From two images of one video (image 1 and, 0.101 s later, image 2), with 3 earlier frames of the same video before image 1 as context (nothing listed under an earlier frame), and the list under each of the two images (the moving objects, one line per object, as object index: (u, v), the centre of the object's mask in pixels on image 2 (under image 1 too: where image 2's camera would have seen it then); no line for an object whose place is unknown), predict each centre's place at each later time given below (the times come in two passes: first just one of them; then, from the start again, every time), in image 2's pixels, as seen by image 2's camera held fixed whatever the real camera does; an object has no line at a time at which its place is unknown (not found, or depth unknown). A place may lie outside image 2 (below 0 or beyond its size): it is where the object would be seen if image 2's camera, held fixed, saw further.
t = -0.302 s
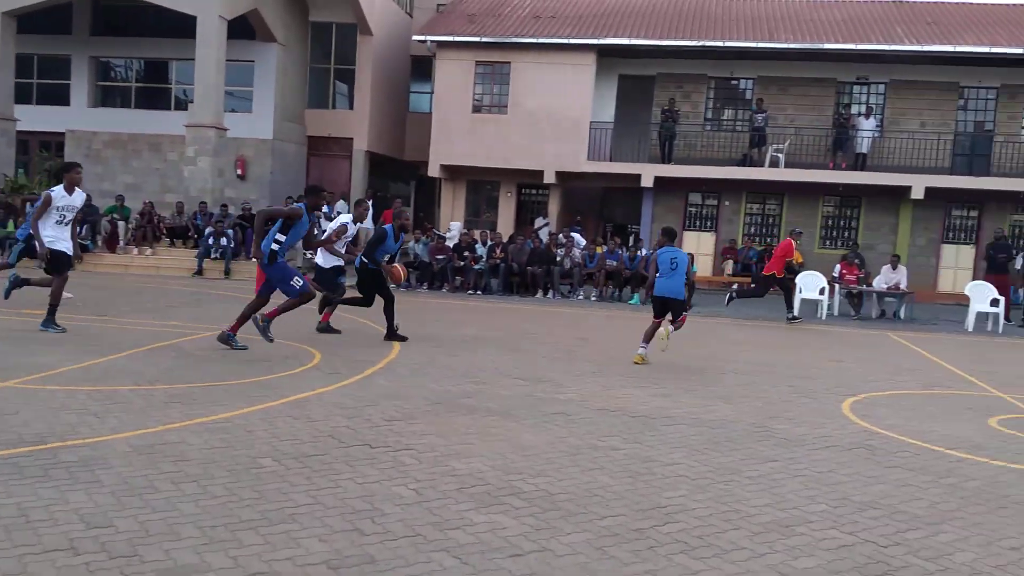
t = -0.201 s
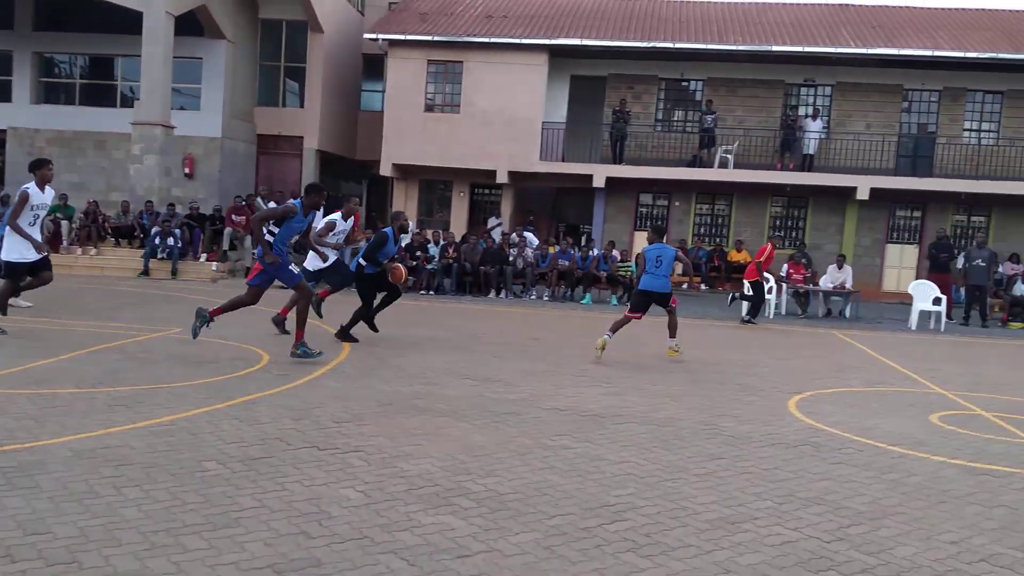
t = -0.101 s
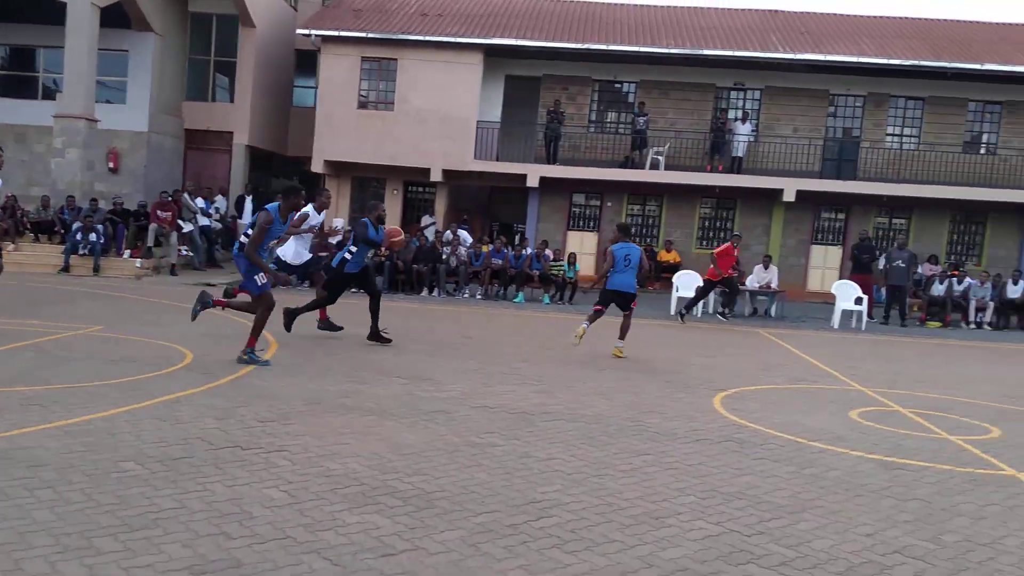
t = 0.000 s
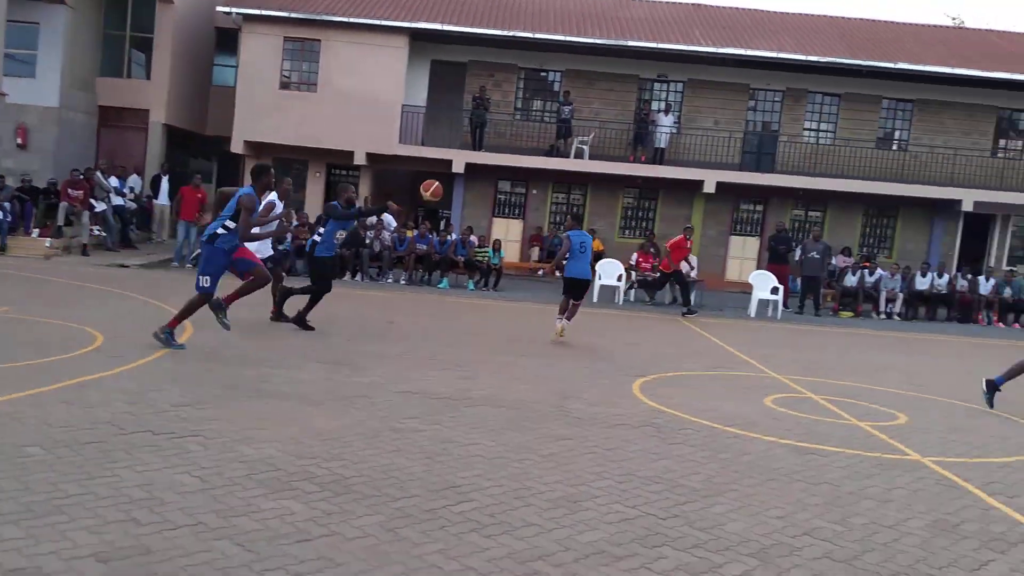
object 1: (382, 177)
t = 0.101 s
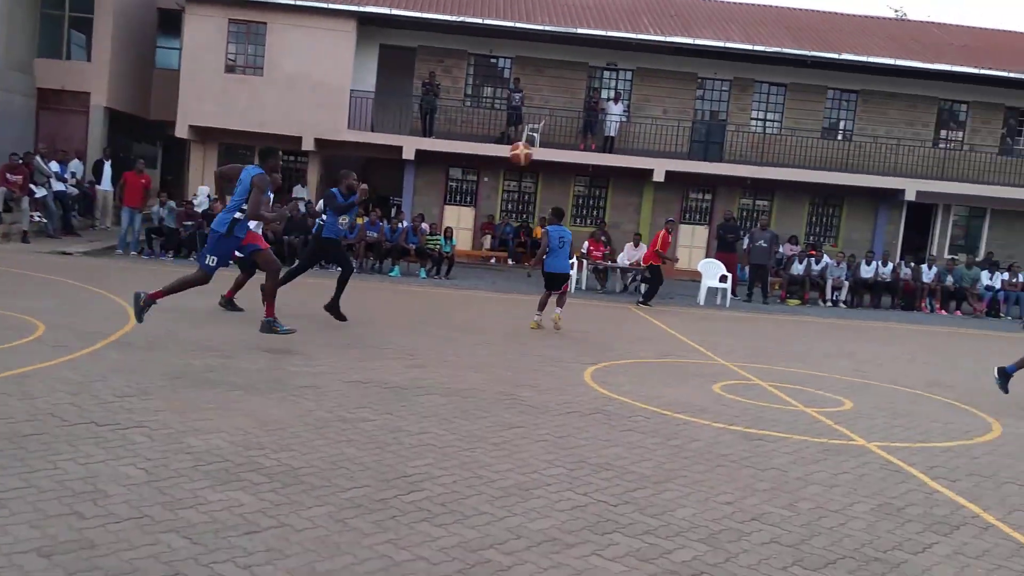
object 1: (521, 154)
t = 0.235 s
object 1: (723, 133)
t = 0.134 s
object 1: (570, 147)
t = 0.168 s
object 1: (618, 142)
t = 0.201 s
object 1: (670, 137)
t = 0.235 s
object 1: (723, 133)
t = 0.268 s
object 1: (777, 130)
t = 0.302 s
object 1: (832, 128)
